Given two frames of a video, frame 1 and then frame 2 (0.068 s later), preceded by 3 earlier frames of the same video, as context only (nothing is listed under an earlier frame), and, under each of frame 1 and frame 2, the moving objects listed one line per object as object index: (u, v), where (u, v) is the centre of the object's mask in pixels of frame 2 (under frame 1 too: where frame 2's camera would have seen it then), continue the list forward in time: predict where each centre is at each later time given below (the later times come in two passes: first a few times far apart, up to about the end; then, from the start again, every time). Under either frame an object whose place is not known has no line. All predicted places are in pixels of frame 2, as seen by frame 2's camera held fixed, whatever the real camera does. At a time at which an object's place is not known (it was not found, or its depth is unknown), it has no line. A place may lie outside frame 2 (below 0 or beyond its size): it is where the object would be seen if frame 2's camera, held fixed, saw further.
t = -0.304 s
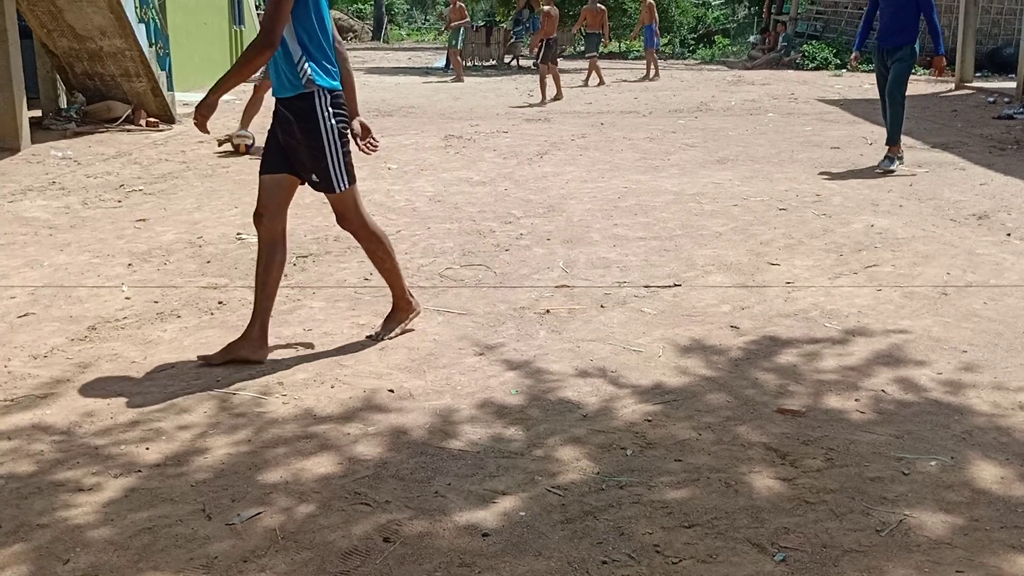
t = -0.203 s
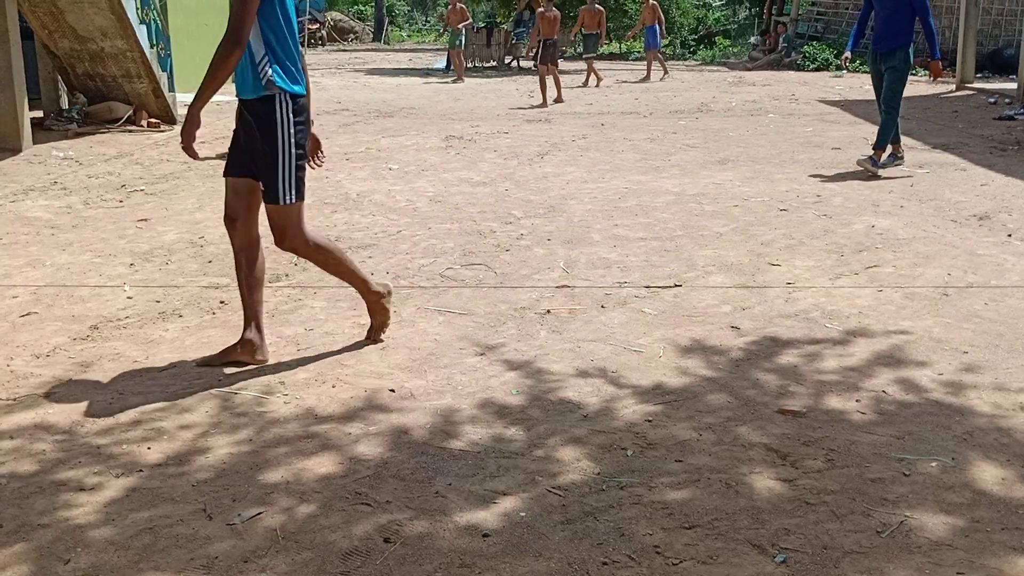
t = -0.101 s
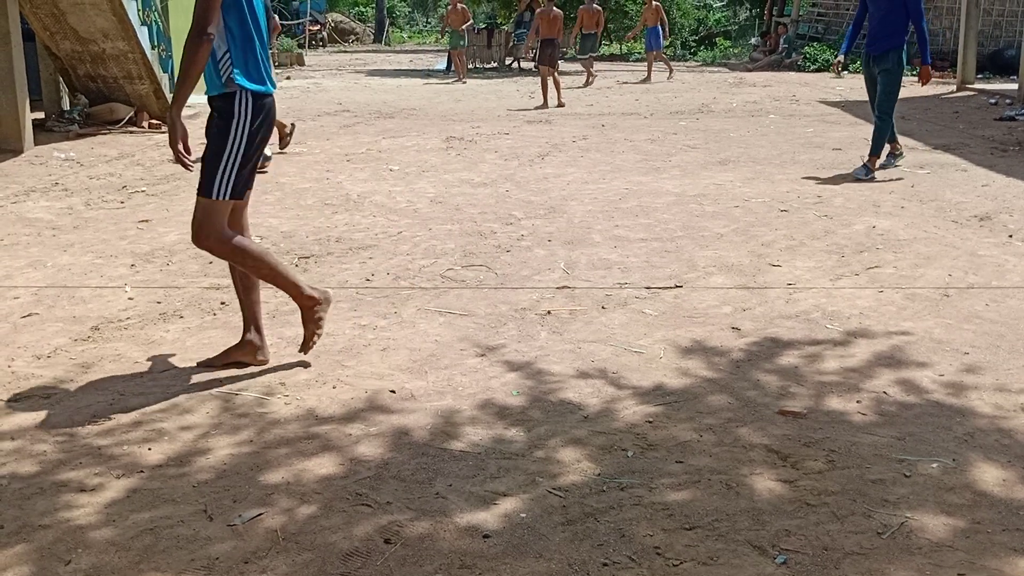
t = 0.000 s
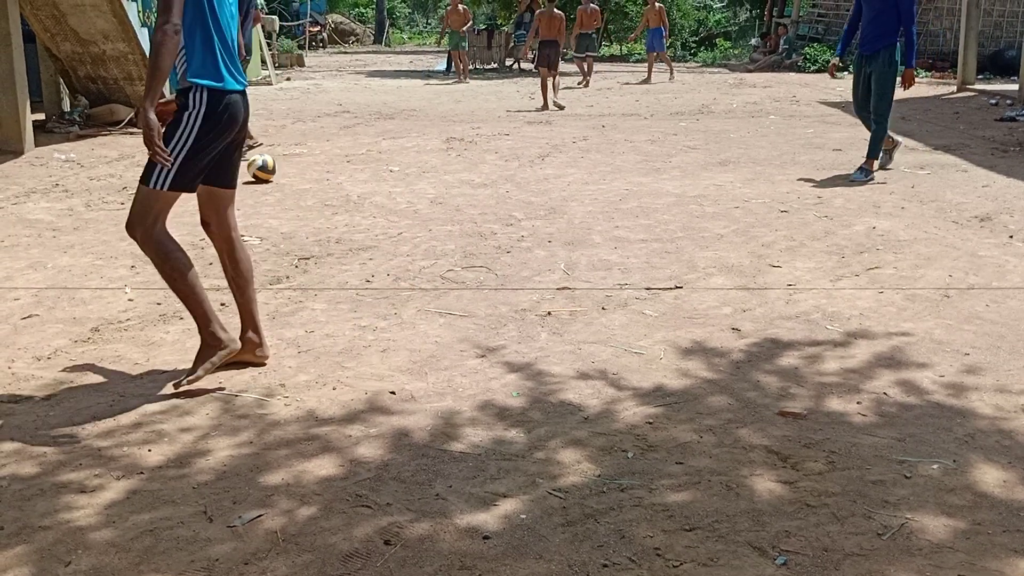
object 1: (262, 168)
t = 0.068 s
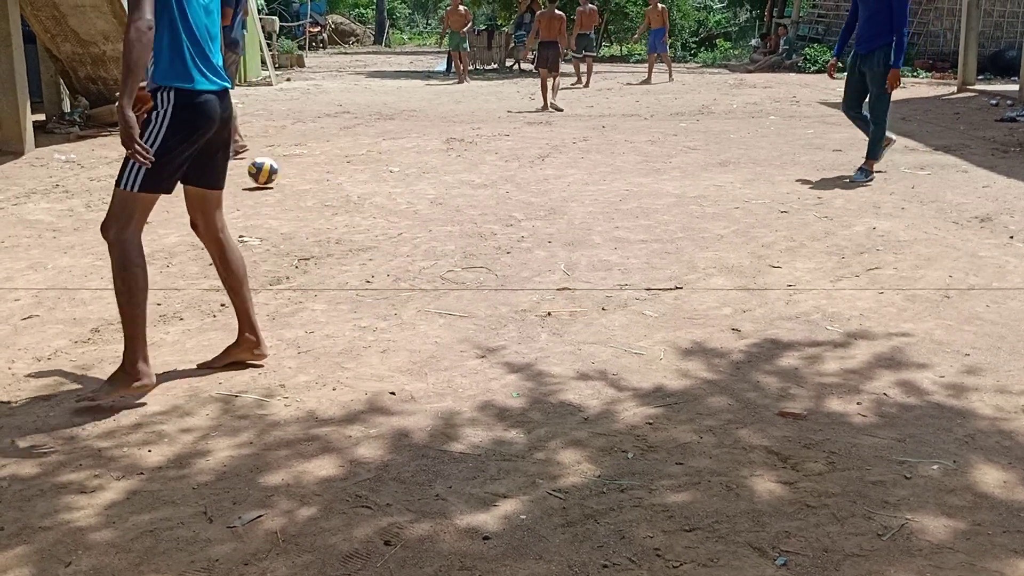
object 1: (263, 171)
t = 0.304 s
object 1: (268, 193)
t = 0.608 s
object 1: (277, 228)
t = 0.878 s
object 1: (282, 271)
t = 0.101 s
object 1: (263, 172)
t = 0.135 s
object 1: (264, 175)
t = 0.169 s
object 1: (264, 180)
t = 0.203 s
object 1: (265, 184)
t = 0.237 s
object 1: (265, 185)
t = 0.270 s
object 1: (266, 188)
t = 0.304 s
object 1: (268, 193)
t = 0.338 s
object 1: (269, 196)
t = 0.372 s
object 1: (270, 199)
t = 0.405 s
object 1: (270, 203)
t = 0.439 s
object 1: (271, 207)
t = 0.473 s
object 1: (272, 211)
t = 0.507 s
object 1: (274, 216)
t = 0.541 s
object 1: (275, 221)
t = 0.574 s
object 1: (276, 226)
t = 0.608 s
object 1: (277, 228)
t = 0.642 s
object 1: (277, 228)
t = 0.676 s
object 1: (277, 230)
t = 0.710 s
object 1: (278, 233)
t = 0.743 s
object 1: (278, 238)
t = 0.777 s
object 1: (279, 247)
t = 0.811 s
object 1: (280, 258)
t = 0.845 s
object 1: (280, 264)
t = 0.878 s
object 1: (282, 271)
